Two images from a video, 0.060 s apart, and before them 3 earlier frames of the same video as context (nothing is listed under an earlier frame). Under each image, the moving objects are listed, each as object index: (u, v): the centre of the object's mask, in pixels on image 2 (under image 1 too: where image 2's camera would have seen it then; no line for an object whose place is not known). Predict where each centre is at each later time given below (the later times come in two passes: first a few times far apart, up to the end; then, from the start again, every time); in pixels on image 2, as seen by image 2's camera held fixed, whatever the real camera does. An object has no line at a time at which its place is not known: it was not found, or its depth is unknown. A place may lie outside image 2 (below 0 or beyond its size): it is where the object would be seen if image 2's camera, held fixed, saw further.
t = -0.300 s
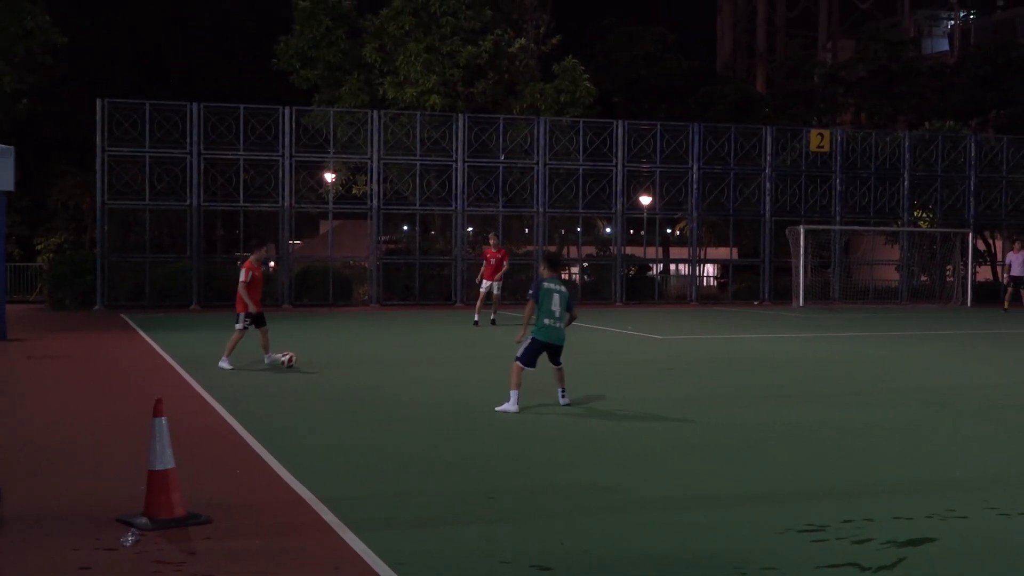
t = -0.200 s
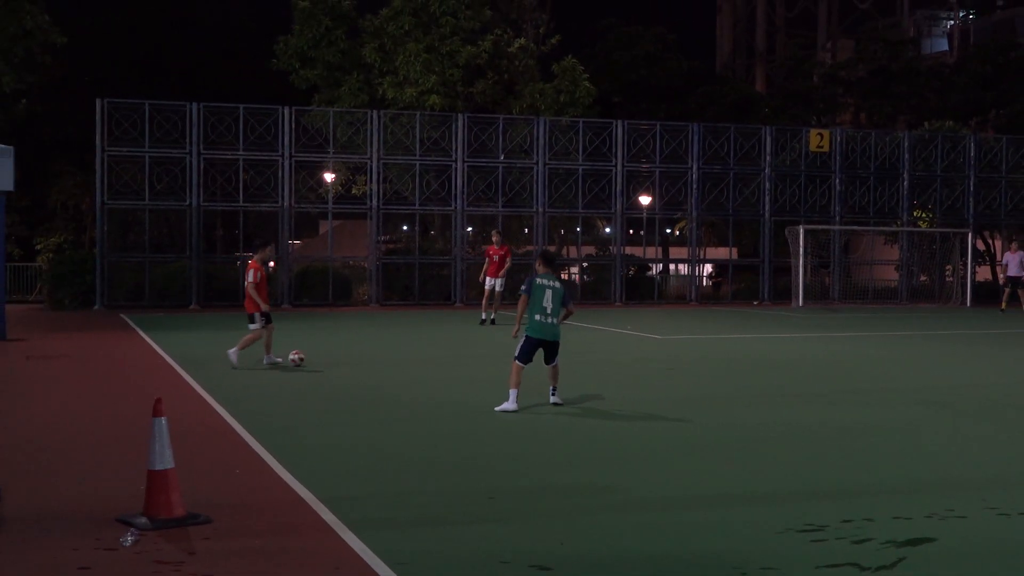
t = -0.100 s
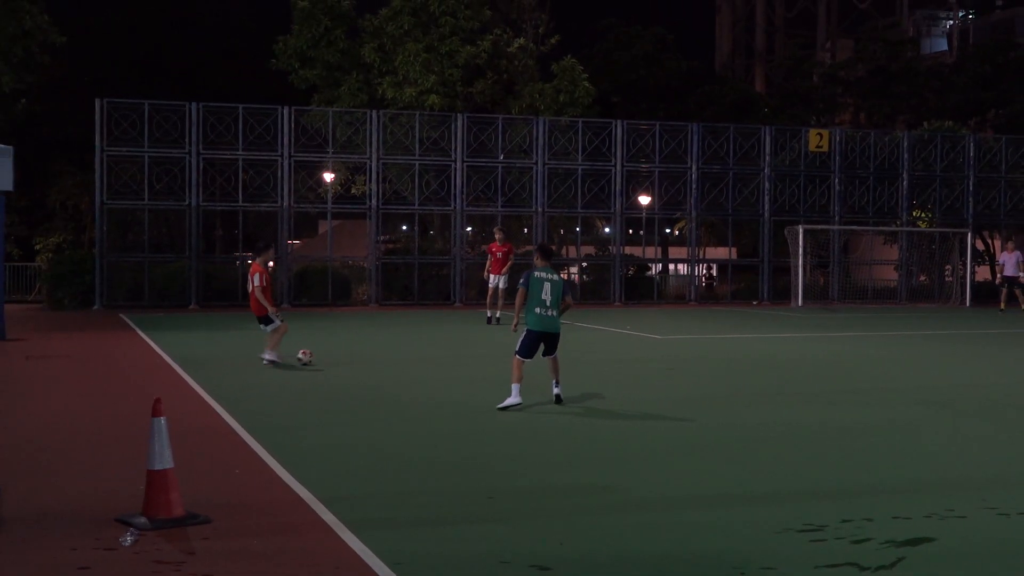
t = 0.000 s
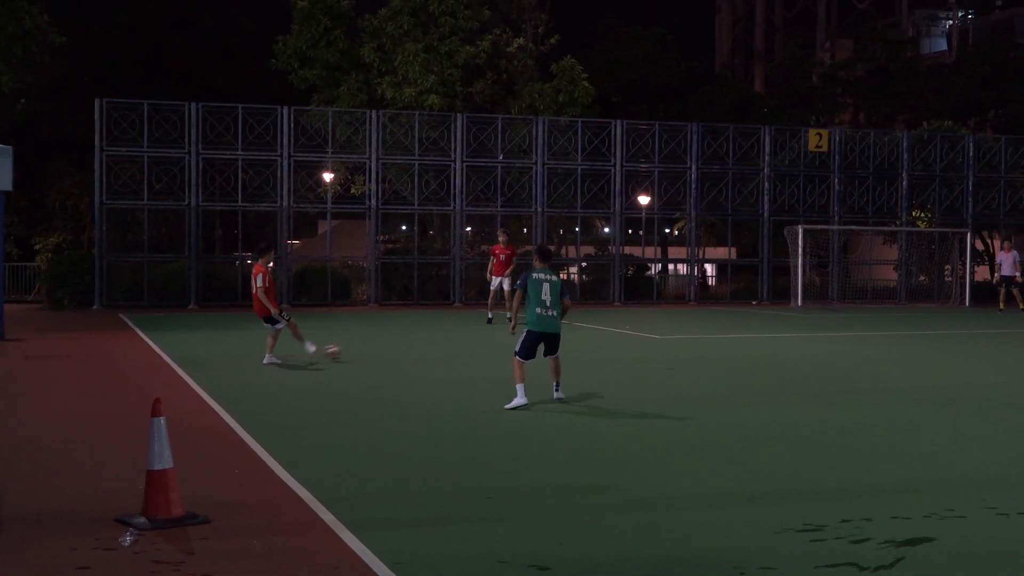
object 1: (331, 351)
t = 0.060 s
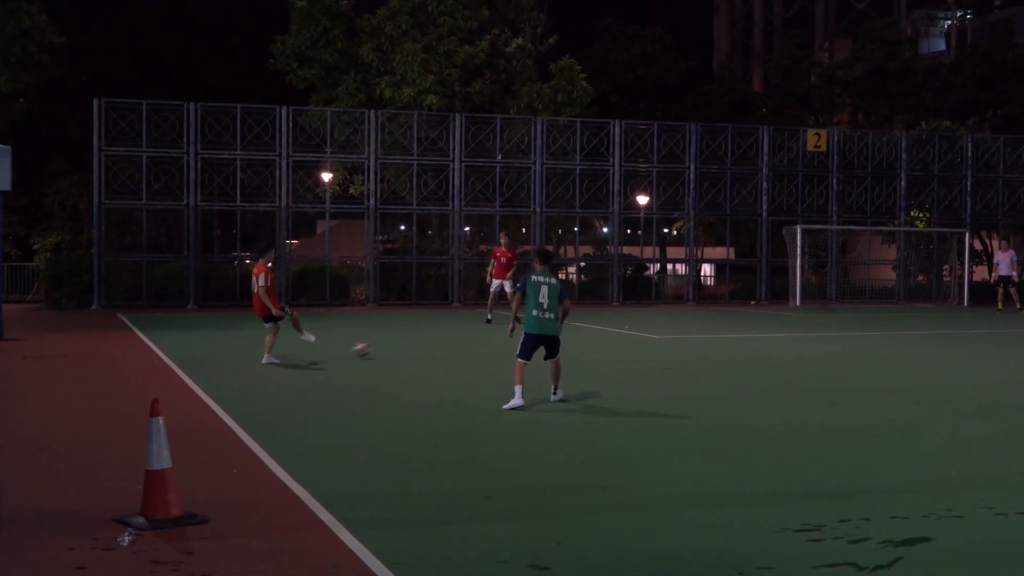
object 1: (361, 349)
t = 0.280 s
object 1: (445, 342)
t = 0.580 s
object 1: (522, 336)
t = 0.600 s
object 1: (526, 335)
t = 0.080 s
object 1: (370, 349)
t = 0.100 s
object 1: (380, 349)
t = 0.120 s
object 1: (389, 348)
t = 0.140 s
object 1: (396, 346)
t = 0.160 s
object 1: (404, 345)
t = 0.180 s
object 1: (411, 345)
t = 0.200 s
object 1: (418, 344)
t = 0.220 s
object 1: (426, 344)
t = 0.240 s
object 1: (433, 344)
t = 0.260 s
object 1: (439, 343)
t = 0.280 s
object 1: (445, 342)
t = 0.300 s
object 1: (451, 341)
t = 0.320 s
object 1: (456, 340)
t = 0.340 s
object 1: (463, 340)
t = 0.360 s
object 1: (469, 340)
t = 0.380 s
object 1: (474, 340)
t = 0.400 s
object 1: (479, 340)
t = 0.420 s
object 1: (484, 339)
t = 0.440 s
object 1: (489, 339)
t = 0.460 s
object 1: (494, 339)
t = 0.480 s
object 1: (499, 338)
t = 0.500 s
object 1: (503, 336)
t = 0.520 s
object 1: (508, 336)
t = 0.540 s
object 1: (513, 335)
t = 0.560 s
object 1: (518, 336)
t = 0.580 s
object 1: (522, 336)
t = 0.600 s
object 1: (526, 335)
